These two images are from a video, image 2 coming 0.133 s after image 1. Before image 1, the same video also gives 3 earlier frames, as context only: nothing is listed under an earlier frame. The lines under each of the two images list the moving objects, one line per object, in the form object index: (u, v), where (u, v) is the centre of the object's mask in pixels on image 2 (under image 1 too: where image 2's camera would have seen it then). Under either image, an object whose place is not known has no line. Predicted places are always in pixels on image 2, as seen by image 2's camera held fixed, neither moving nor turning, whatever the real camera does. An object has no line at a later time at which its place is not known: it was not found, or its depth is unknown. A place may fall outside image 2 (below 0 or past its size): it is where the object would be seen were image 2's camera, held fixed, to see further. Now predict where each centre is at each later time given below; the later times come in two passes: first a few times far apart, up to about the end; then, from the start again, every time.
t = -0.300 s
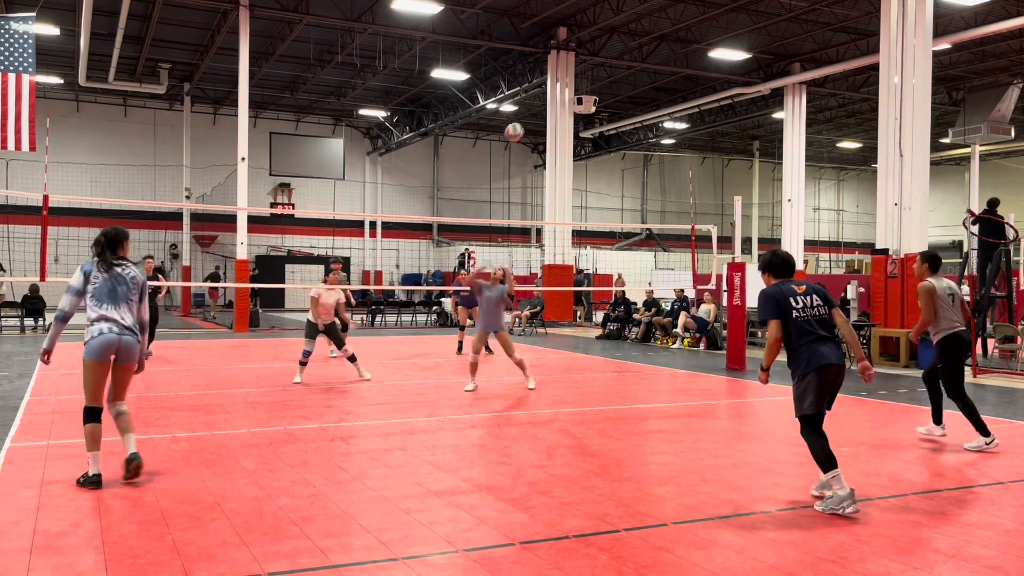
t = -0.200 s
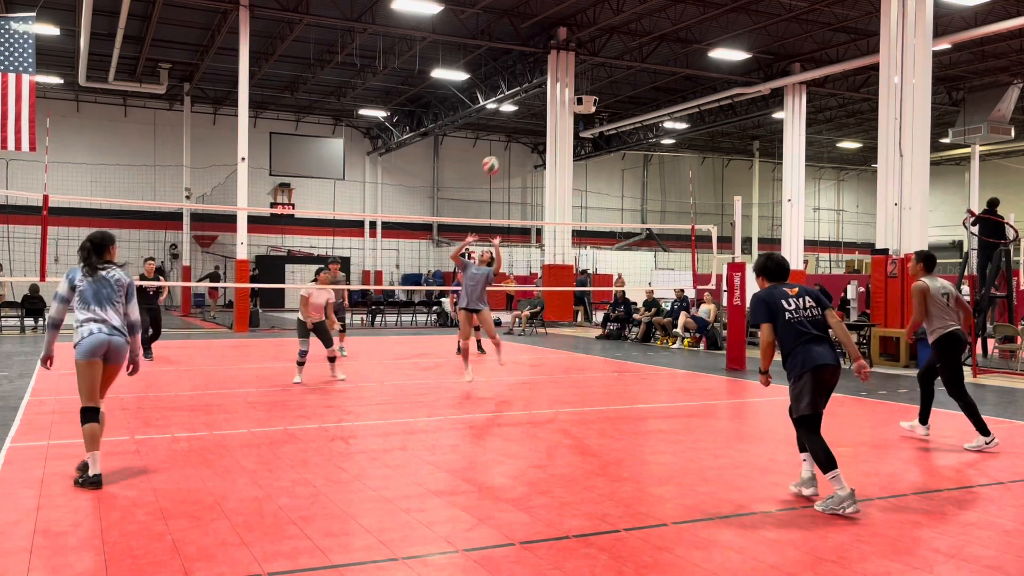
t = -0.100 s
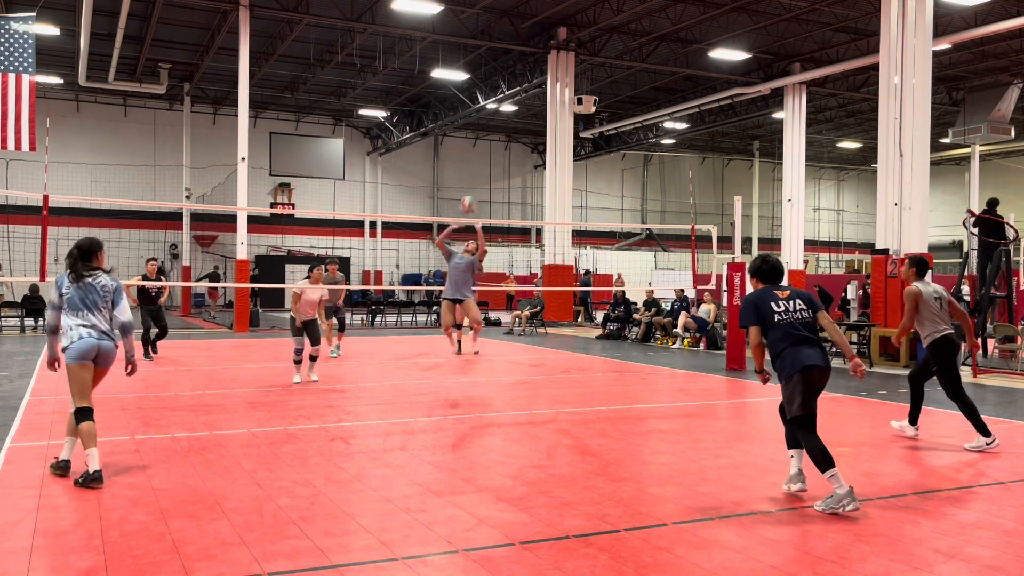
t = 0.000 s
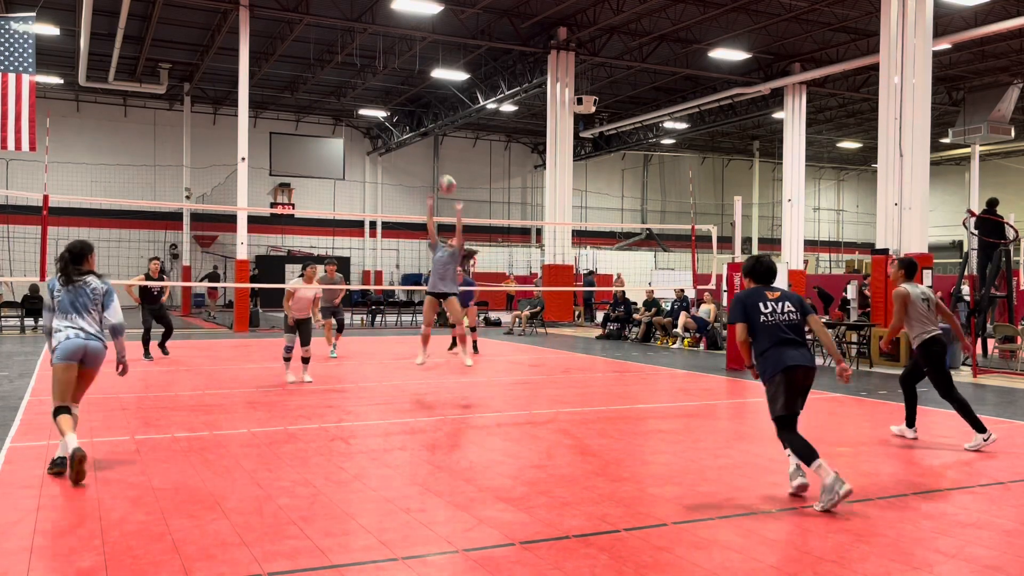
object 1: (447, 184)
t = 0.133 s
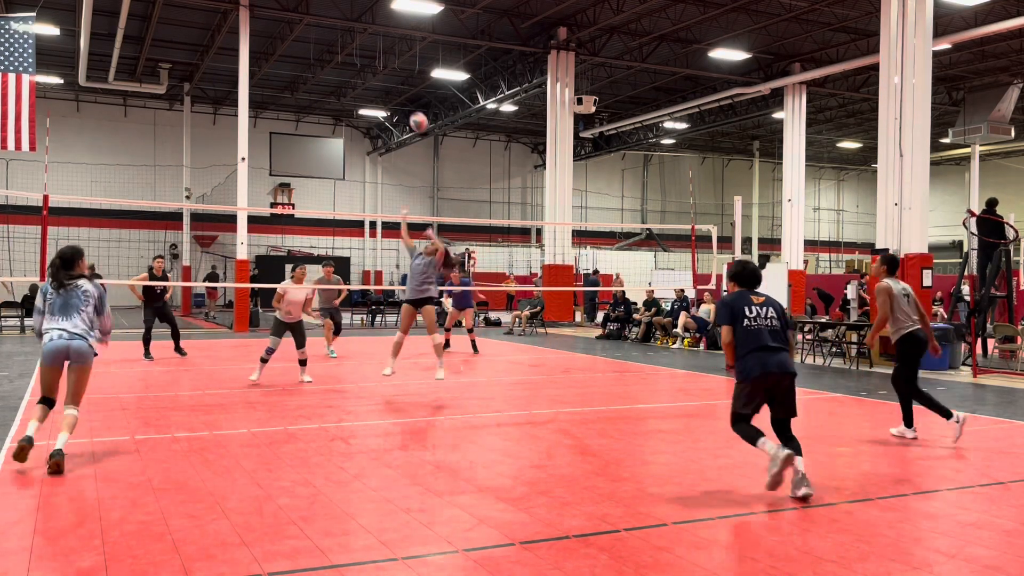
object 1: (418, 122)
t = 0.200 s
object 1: (404, 97)
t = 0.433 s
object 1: (351, 38)
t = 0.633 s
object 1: (305, 26)
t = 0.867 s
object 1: (250, 56)
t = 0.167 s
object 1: (411, 109)
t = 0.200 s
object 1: (404, 97)
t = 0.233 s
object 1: (396, 85)
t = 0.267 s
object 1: (389, 75)
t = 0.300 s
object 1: (382, 66)
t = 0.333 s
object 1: (374, 58)
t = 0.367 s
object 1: (366, 50)
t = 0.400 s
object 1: (359, 44)
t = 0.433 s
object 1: (351, 38)
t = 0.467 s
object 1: (343, 34)
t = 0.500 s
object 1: (336, 30)
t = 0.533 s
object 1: (328, 28)
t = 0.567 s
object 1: (320, 26)
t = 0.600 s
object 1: (312, 25)
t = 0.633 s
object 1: (305, 26)
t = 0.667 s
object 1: (297, 26)
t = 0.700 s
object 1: (289, 29)
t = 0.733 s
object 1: (281, 32)
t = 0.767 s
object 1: (273, 37)
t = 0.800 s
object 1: (265, 42)
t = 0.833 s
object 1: (257, 48)
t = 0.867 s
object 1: (250, 56)
